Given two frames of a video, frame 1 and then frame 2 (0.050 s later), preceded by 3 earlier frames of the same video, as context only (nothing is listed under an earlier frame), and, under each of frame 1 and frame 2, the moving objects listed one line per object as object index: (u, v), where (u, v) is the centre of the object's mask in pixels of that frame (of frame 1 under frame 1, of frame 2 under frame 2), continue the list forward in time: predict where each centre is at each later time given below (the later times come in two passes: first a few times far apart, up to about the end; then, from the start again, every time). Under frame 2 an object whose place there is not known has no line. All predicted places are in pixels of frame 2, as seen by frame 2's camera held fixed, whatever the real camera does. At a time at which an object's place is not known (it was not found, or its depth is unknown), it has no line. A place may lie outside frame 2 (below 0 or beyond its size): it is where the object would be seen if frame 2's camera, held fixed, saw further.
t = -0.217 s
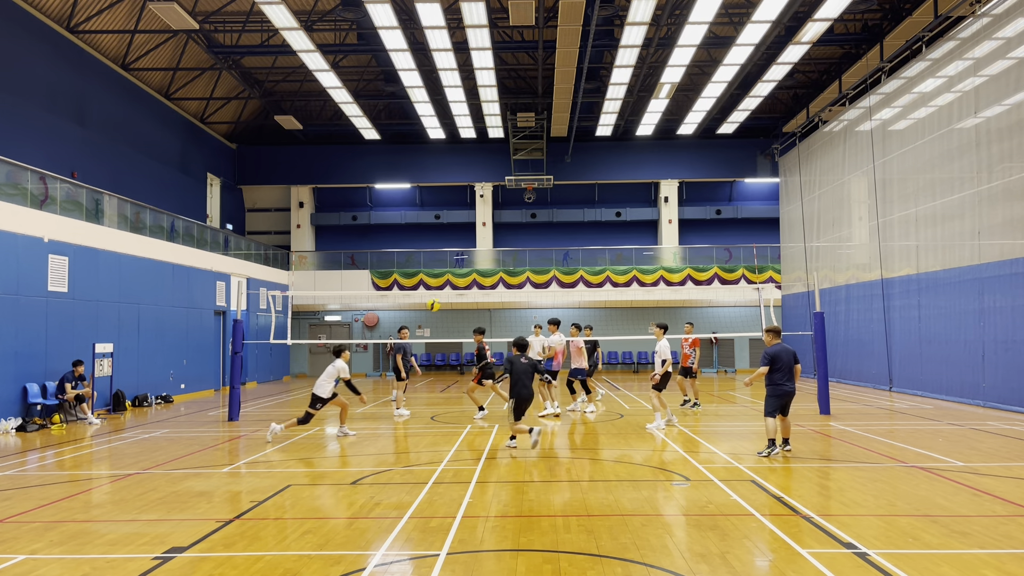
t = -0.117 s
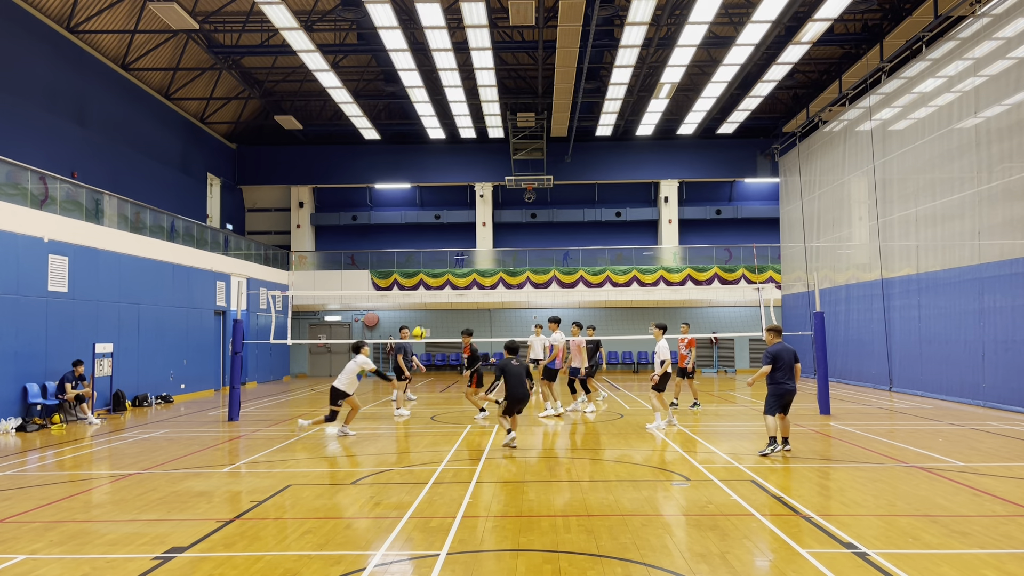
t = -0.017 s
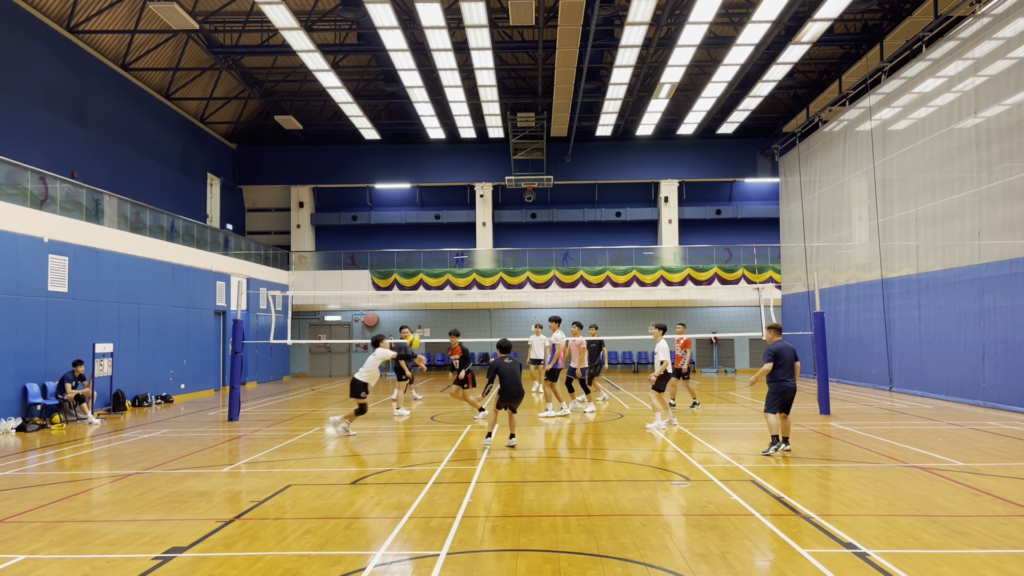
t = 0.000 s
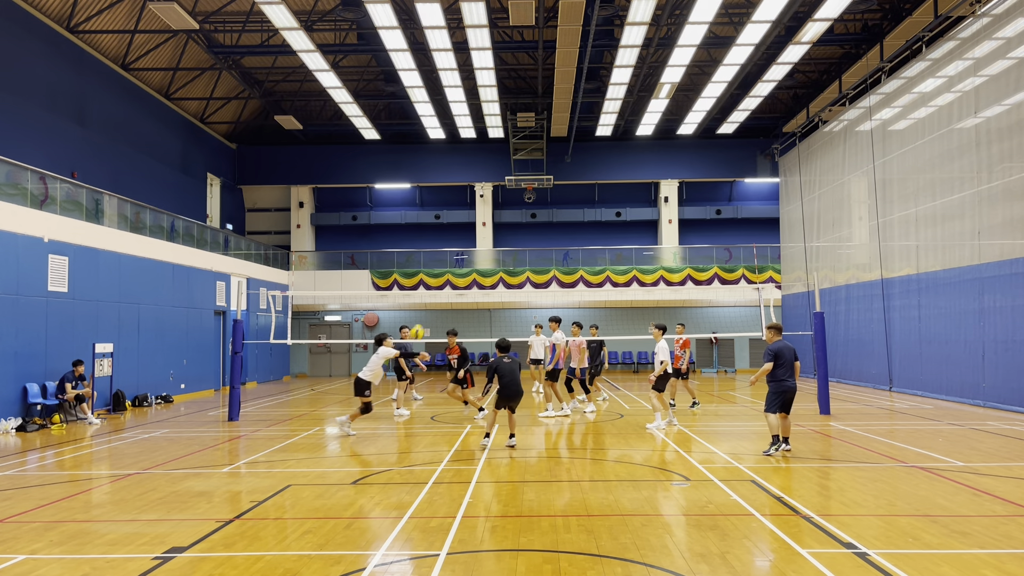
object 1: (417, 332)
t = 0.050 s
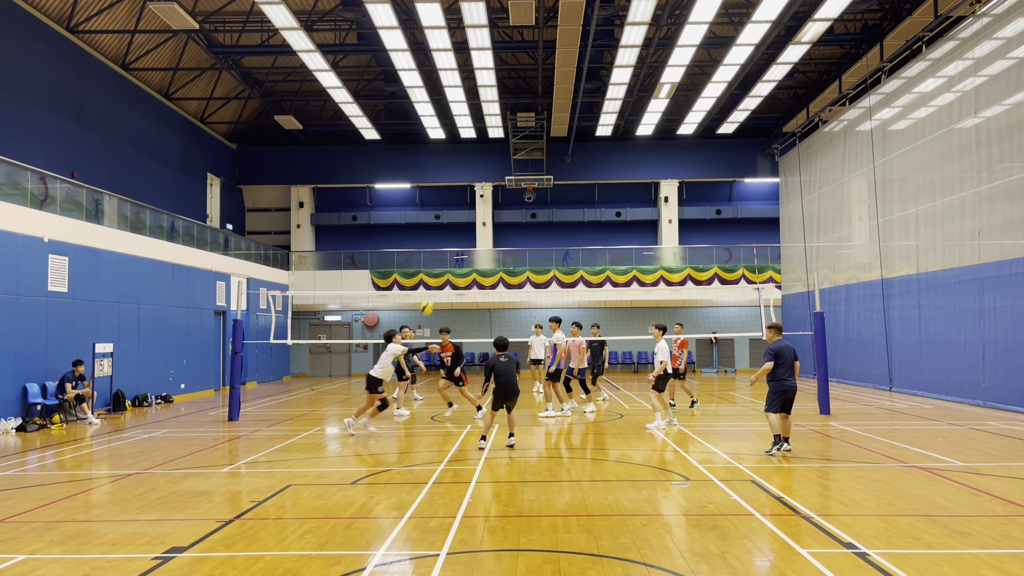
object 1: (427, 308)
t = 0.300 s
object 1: (471, 211)
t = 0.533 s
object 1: (507, 159)
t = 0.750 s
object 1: (537, 140)
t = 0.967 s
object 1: (566, 147)
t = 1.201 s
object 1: (595, 180)
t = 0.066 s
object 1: (430, 300)
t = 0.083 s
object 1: (433, 291)
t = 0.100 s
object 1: (436, 284)
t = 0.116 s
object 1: (440, 276)
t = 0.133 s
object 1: (442, 270)
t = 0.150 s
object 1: (445, 263)
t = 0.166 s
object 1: (448, 257)
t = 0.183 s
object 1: (451, 250)
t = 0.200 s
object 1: (454, 243)
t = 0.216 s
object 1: (457, 238)
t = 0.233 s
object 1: (460, 232)
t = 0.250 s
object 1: (462, 226)
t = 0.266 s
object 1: (465, 221)
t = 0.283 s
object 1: (468, 216)
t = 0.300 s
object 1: (471, 211)
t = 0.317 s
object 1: (473, 206)
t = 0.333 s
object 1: (476, 201)
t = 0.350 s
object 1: (478, 196)
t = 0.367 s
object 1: (481, 193)
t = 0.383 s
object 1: (484, 188)
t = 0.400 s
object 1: (487, 184)
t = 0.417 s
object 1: (489, 180)
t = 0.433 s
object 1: (492, 177)
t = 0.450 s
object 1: (494, 174)
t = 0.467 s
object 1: (497, 170)
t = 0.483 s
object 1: (499, 167)
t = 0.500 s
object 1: (502, 164)
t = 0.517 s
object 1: (504, 162)
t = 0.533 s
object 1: (507, 159)
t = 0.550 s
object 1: (509, 157)
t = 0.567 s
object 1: (511, 154)
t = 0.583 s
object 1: (514, 152)
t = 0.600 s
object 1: (516, 150)
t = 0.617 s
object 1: (519, 148)
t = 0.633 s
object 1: (521, 147)
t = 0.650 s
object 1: (523, 145)
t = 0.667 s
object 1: (526, 144)
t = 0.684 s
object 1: (528, 143)
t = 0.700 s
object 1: (530, 142)
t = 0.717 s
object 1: (533, 141)
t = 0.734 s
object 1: (535, 141)
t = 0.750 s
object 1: (537, 140)
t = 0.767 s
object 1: (540, 140)
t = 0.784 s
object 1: (542, 139)
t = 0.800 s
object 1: (544, 139)
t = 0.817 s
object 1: (546, 140)
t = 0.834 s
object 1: (549, 140)
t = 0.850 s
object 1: (551, 140)
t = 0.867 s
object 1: (553, 141)
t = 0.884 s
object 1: (555, 141)
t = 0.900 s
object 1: (557, 142)
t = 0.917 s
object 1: (559, 143)
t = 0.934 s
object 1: (562, 144)
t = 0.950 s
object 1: (564, 146)
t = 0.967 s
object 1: (566, 147)
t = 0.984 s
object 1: (568, 148)
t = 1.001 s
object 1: (570, 150)
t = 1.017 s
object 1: (572, 152)
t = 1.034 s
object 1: (574, 154)
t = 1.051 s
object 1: (576, 156)
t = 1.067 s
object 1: (579, 158)
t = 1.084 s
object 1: (581, 160)
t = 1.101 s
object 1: (583, 163)
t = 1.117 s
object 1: (585, 165)
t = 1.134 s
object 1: (587, 168)
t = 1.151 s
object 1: (589, 171)
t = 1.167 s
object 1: (591, 174)
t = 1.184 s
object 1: (593, 177)
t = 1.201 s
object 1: (595, 180)
